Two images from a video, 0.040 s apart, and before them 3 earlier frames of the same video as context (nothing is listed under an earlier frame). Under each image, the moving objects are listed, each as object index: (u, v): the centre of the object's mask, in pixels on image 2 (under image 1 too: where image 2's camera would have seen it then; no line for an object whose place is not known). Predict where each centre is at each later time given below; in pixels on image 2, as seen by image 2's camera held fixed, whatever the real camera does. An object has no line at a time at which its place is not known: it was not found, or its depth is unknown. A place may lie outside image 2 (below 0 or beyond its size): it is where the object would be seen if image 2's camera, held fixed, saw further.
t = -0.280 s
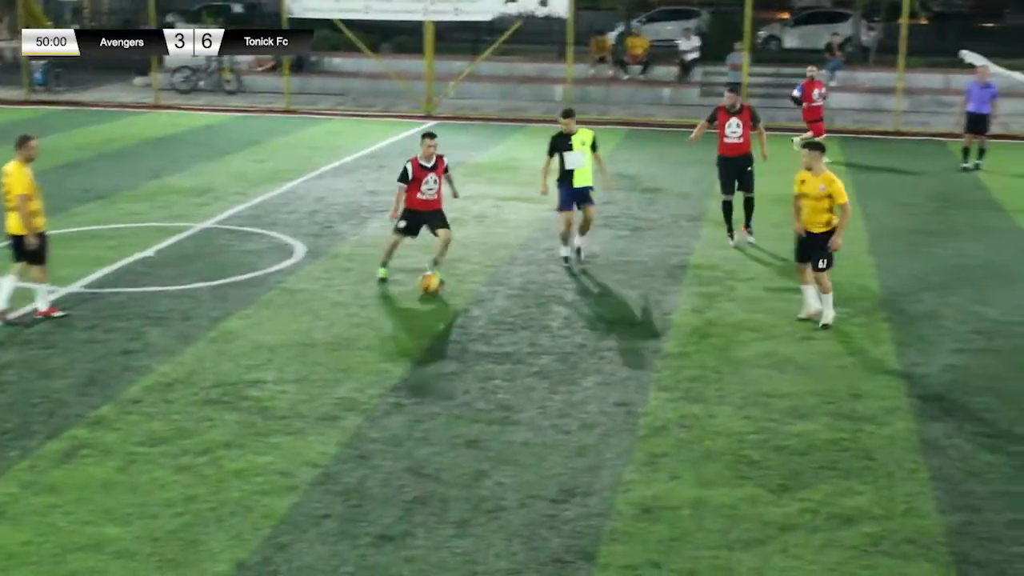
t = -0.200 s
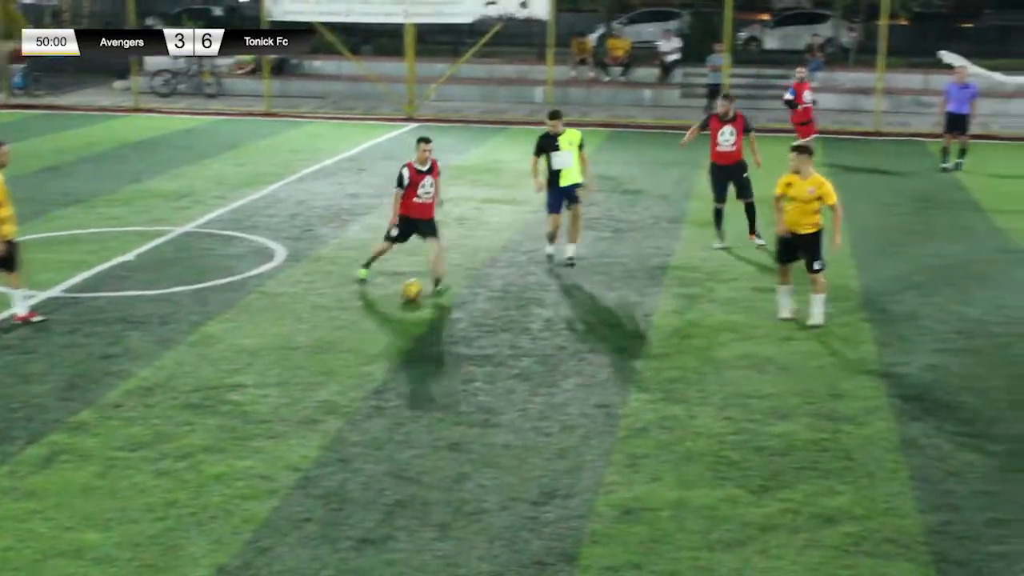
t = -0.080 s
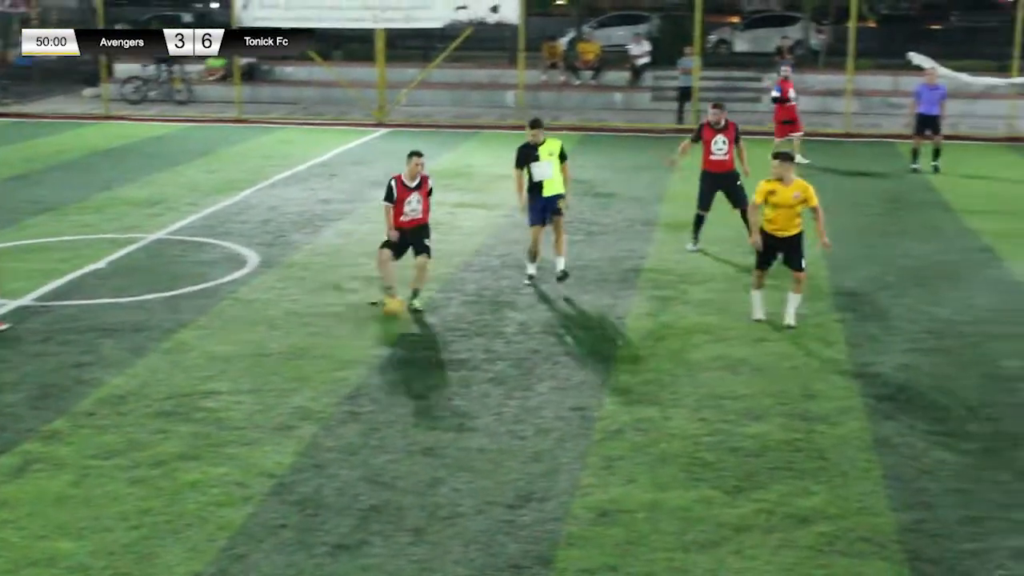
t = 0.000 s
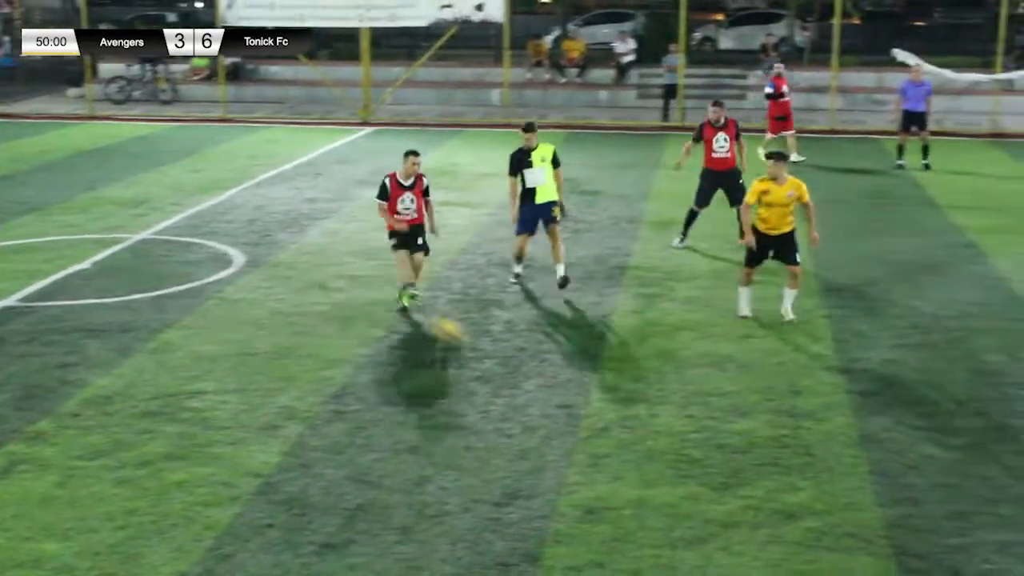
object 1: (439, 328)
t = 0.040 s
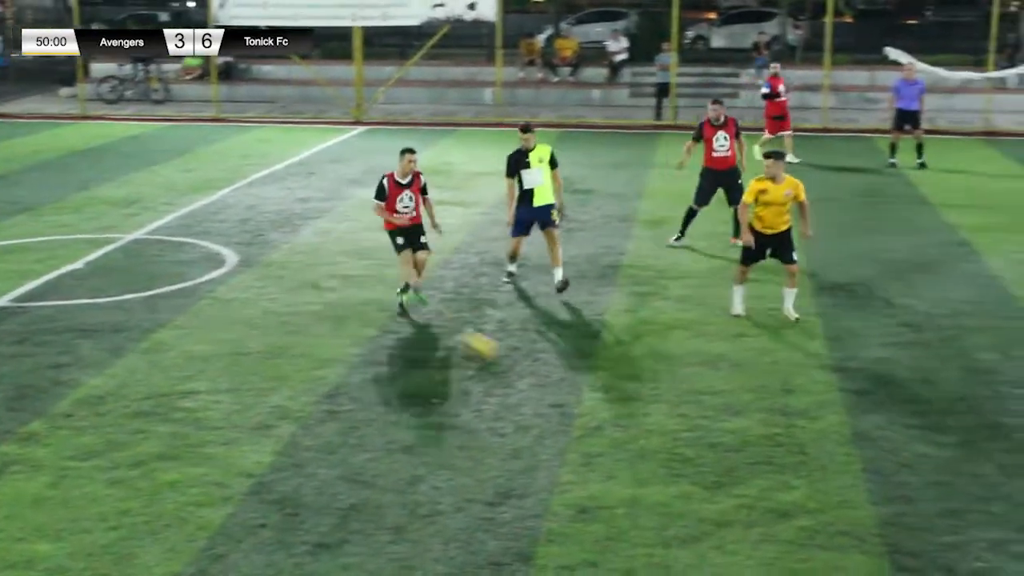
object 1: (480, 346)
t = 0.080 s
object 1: (521, 363)
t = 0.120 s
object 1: (564, 382)
